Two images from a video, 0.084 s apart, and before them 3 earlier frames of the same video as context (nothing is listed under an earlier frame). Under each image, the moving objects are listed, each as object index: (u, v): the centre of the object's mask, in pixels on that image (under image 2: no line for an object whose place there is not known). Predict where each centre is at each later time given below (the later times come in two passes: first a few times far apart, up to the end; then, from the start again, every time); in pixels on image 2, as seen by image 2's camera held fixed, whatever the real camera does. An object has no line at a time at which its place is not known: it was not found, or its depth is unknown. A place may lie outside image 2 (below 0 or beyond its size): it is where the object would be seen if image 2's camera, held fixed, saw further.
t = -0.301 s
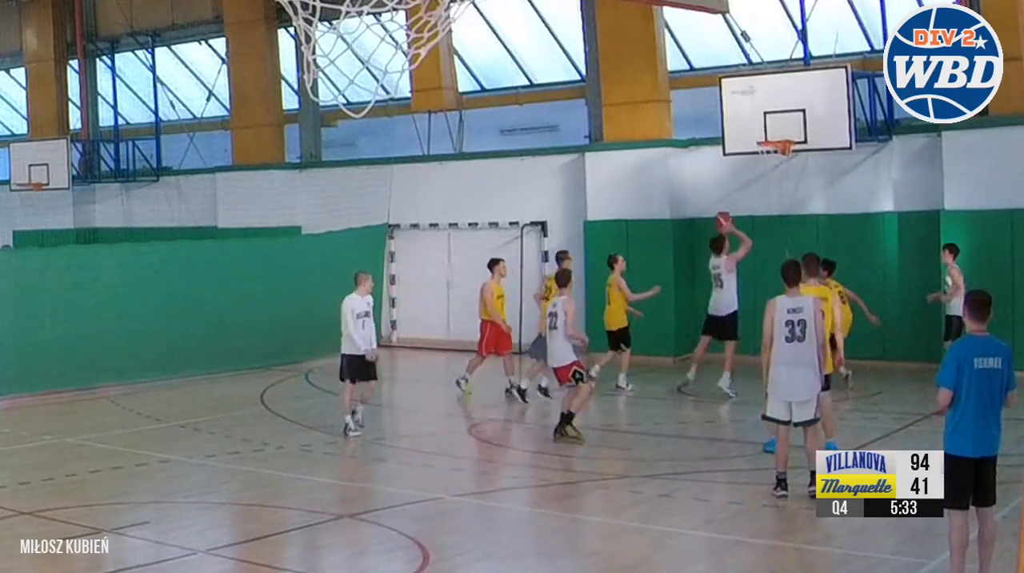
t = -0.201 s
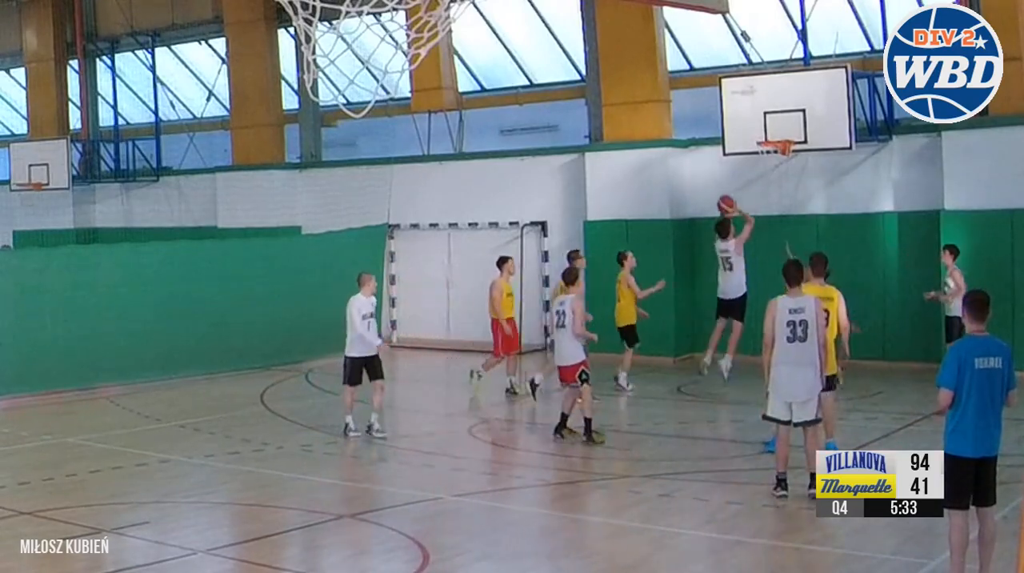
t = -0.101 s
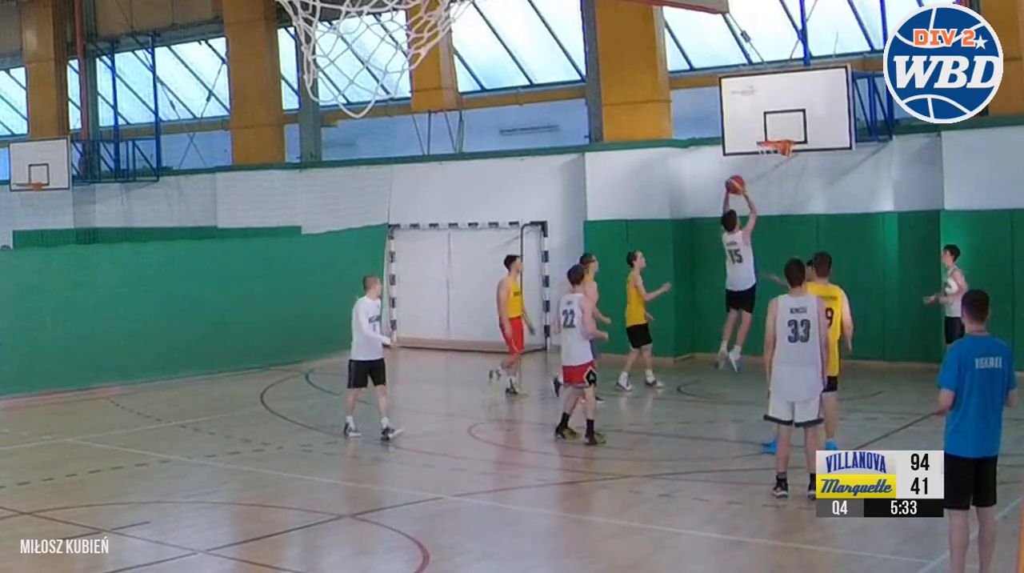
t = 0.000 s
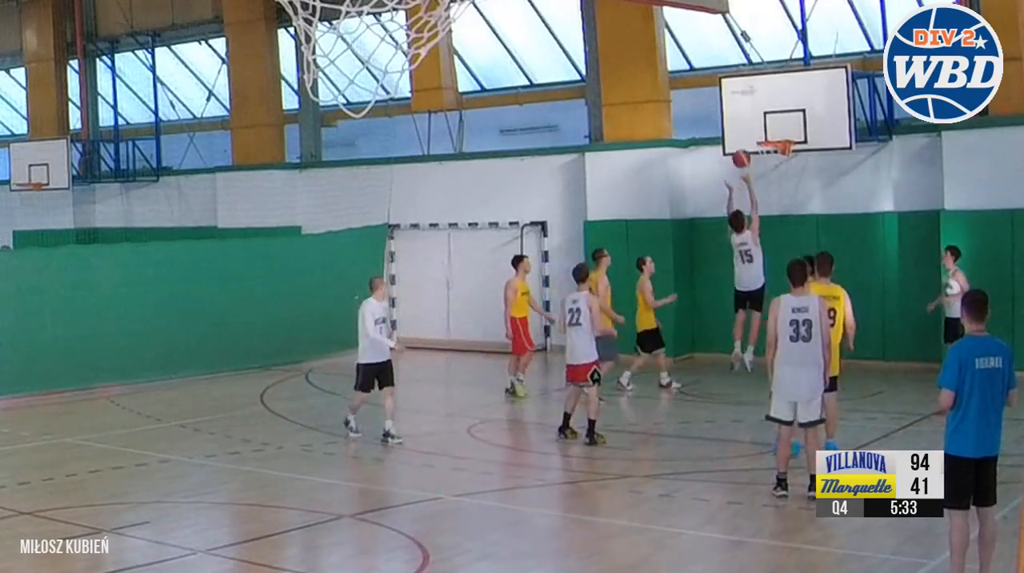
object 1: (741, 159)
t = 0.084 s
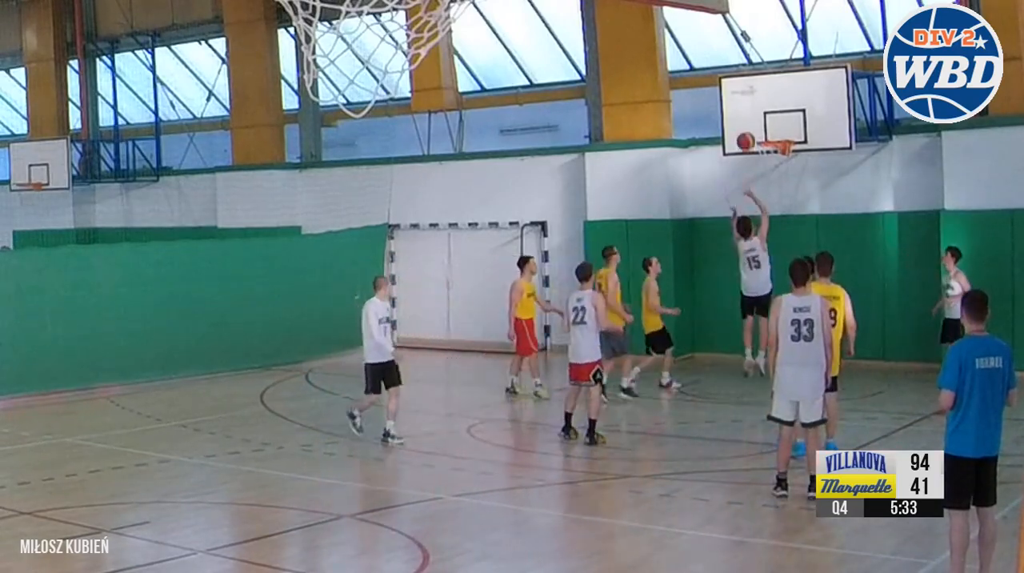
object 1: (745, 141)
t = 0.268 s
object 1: (755, 123)
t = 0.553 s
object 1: (772, 153)
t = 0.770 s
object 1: (786, 204)
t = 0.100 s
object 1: (746, 138)
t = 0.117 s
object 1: (747, 136)
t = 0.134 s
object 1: (748, 134)
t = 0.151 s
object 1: (749, 131)
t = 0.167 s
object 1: (750, 130)
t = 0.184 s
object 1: (751, 128)
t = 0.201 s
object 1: (752, 127)
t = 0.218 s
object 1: (752, 125)
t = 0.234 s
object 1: (753, 124)
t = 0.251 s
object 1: (754, 124)
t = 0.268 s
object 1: (755, 123)
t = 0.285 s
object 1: (756, 123)
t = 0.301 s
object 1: (757, 123)
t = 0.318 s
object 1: (758, 123)
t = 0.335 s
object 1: (759, 123)
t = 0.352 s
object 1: (760, 124)
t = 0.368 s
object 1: (761, 124)
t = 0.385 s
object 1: (762, 126)
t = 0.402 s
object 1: (763, 127)
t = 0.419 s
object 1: (764, 128)
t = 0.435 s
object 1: (765, 130)
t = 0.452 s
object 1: (766, 132)
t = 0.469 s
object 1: (767, 133)
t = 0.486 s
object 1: (768, 135)
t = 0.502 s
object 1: (770, 136)
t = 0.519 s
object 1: (771, 138)
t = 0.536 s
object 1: (772, 138)
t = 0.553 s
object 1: (772, 153)
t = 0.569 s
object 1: (773, 156)
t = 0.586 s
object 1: (774, 157)
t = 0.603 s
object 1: (775, 159)
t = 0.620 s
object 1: (777, 163)
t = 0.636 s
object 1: (779, 166)
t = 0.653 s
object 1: (779, 171)
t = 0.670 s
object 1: (780, 175)
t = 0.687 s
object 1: (781, 179)
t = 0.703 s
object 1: (783, 183)
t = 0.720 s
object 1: (783, 188)
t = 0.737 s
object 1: (784, 193)
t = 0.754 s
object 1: (785, 198)
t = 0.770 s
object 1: (786, 204)
